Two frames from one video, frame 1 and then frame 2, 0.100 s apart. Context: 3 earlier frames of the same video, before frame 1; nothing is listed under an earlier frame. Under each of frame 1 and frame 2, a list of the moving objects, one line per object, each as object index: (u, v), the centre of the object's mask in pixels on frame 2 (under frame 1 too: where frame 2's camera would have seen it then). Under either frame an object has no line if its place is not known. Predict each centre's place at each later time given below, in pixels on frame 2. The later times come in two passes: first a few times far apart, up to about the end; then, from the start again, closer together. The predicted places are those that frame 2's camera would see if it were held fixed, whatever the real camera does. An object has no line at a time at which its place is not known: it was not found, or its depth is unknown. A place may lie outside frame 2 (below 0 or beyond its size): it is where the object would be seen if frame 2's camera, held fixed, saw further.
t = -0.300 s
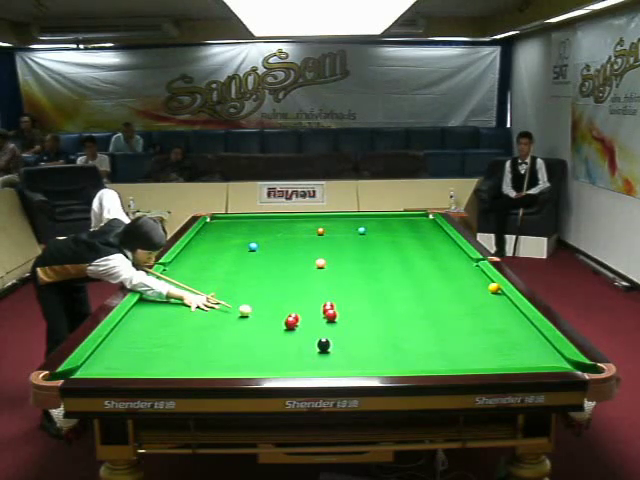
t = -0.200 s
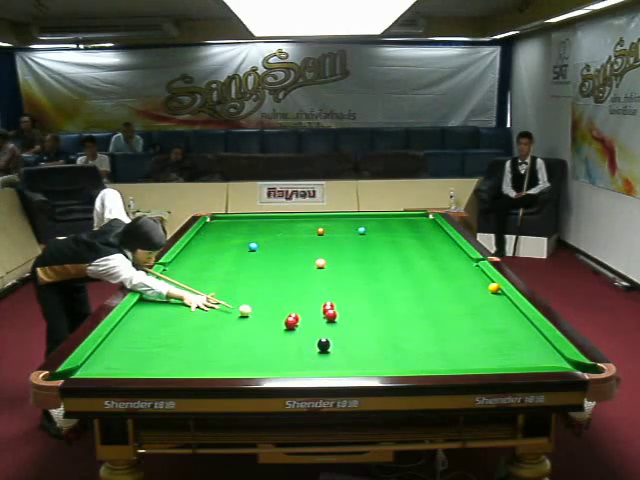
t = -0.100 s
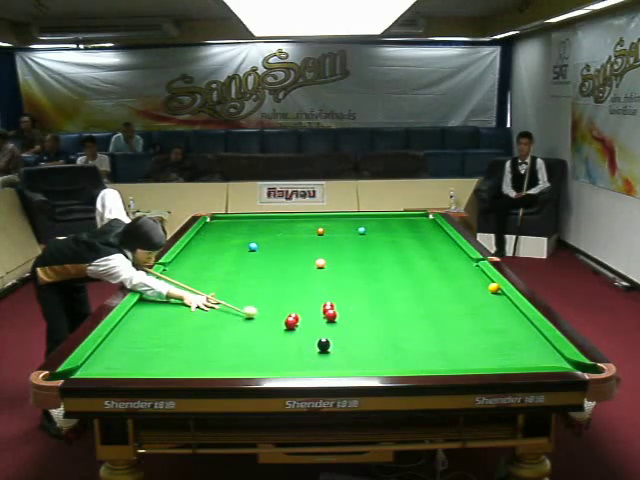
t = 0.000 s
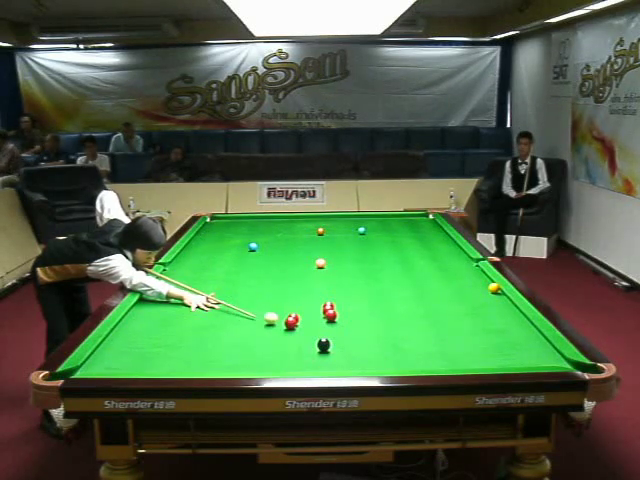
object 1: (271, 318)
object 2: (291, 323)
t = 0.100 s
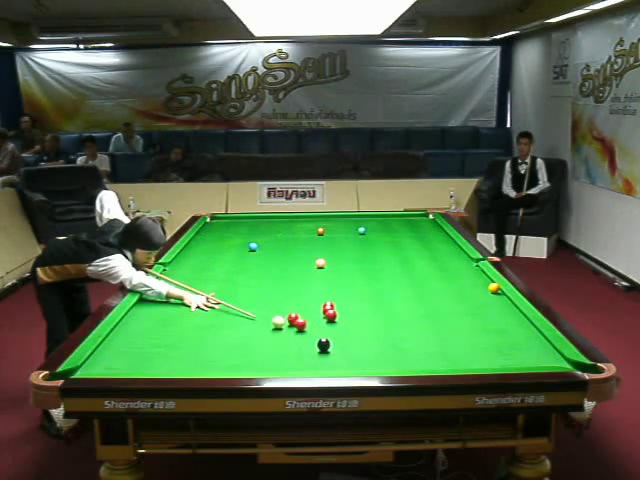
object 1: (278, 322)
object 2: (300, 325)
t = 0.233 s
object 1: (275, 324)
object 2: (322, 328)
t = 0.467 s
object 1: (269, 327)
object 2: (360, 334)
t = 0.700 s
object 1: (264, 330)
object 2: (397, 339)
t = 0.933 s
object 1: (259, 333)
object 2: (435, 345)
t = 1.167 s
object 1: (255, 335)
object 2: (472, 351)
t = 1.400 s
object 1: (251, 338)
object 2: (511, 357)
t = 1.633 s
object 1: (248, 339)
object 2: (548, 361)
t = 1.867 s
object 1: (245, 340)
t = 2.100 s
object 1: (243, 341)
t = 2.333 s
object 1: (242, 342)
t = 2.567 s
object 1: (241, 342)
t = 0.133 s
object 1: (277, 323)
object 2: (307, 326)
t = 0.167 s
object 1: (277, 323)
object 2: (312, 326)
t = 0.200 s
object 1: (276, 324)
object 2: (317, 327)
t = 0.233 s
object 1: (275, 324)
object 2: (322, 328)
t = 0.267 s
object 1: (274, 325)
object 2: (328, 328)
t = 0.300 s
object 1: (273, 325)
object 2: (333, 329)
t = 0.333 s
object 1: (272, 326)
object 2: (338, 331)
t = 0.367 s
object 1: (271, 326)
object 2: (344, 331)
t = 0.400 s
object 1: (271, 326)
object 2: (349, 332)
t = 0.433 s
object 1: (270, 327)
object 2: (354, 333)
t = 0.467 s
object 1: (269, 327)
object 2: (360, 334)
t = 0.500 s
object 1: (268, 328)
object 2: (365, 335)
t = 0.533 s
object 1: (268, 328)
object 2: (370, 335)
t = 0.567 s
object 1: (267, 329)
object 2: (376, 336)
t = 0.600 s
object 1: (266, 329)
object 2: (381, 337)
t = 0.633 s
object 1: (266, 329)
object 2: (386, 338)
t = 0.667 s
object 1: (265, 330)
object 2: (392, 339)
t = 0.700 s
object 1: (264, 330)
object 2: (397, 339)
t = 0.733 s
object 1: (263, 331)
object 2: (402, 340)
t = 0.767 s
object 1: (263, 331)
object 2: (408, 341)
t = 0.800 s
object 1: (262, 332)
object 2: (413, 342)
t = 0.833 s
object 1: (261, 332)
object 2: (419, 343)
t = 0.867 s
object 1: (260, 332)
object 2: (424, 344)
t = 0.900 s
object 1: (260, 333)
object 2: (429, 344)
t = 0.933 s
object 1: (259, 333)
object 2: (435, 345)
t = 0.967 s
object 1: (258, 333)
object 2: (440, 346)
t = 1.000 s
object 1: (258, 334)
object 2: (445, 347)
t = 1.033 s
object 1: (257, 334)
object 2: (451, 348)
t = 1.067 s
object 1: (256, 335)
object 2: (456, 349)
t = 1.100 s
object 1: (256, 335)
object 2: (462, 350)
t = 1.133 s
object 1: (255, 335)
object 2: (467, 351)
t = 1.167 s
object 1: (255, 335)
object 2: (472, 351)
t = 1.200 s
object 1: (254, 336)
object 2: (478, 352)
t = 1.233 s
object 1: (254, 336)
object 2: (483, 353)
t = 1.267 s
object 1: (253, 336)
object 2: (489, 354)
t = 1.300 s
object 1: (253, 336)
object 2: (494, 354)
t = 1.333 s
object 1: (252, 337)
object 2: (500, 355)
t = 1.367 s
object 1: (252, 337)
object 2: (505, 356)
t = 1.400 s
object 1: (251, 338)
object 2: (511, 357)
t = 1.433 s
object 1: (250, 338)
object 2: (516, 358)
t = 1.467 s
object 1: (250, 338)
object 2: (521, 358)
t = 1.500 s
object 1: (249, 338)
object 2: (527, 359)
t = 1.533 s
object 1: (249, 339)
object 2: (532, 359)
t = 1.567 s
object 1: (248, 339)
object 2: (537, 360)
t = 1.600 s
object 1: (248, 339)
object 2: (543, 360)
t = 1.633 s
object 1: (248, 339)
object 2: (548, 361)
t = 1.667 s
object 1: (247, 339)
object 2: (553, 361)
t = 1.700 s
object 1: (247, 340)
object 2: (559, 361)
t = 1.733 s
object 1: (247, 340)
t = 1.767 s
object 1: (246, 340)
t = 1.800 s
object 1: (246, 340)
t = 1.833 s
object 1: (246, 340)
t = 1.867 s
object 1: (245, 340)
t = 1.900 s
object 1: (245, 341)
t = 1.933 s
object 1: (245, 341)
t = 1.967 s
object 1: (244, 341)
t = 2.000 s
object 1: (244, 341)
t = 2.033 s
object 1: (244, 341)
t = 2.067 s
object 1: (244, 341)
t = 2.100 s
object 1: (243, 341)
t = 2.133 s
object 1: (243, 341)
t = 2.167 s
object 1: (243, 341)
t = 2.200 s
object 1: (243, 342)
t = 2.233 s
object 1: (243, 342)
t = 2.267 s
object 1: (242, 342)
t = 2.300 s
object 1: (242, 342)
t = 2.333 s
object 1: (242, 342)
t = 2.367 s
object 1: (242, 342)
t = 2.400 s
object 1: (242, 342)
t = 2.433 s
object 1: (242, 342)
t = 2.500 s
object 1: (241, 342)
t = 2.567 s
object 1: (241, 342)
